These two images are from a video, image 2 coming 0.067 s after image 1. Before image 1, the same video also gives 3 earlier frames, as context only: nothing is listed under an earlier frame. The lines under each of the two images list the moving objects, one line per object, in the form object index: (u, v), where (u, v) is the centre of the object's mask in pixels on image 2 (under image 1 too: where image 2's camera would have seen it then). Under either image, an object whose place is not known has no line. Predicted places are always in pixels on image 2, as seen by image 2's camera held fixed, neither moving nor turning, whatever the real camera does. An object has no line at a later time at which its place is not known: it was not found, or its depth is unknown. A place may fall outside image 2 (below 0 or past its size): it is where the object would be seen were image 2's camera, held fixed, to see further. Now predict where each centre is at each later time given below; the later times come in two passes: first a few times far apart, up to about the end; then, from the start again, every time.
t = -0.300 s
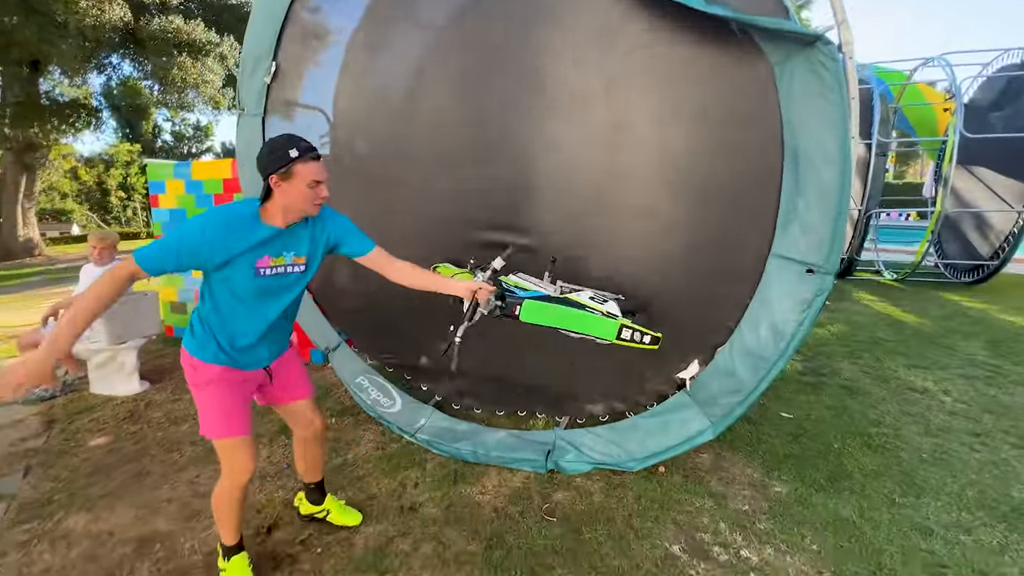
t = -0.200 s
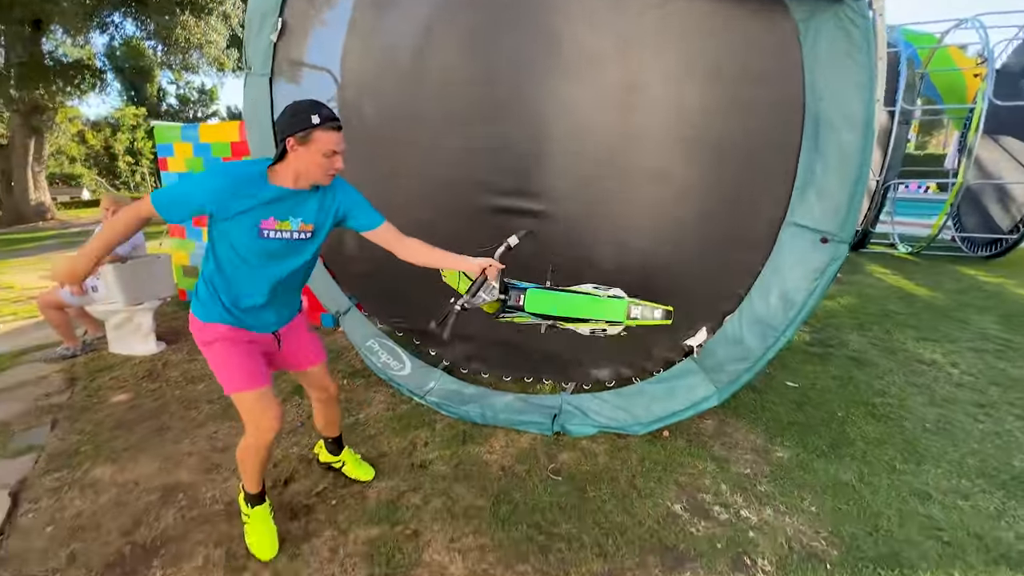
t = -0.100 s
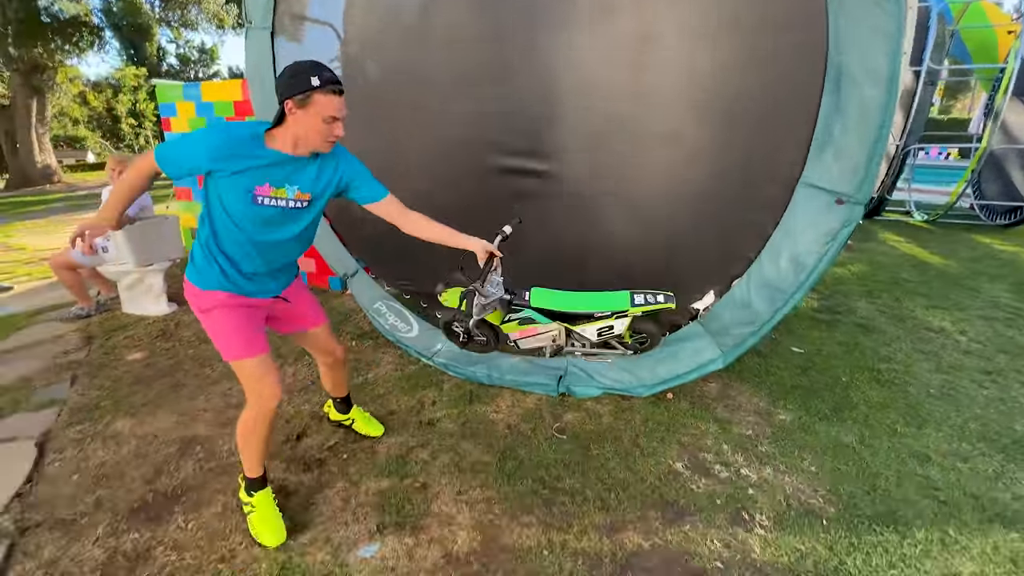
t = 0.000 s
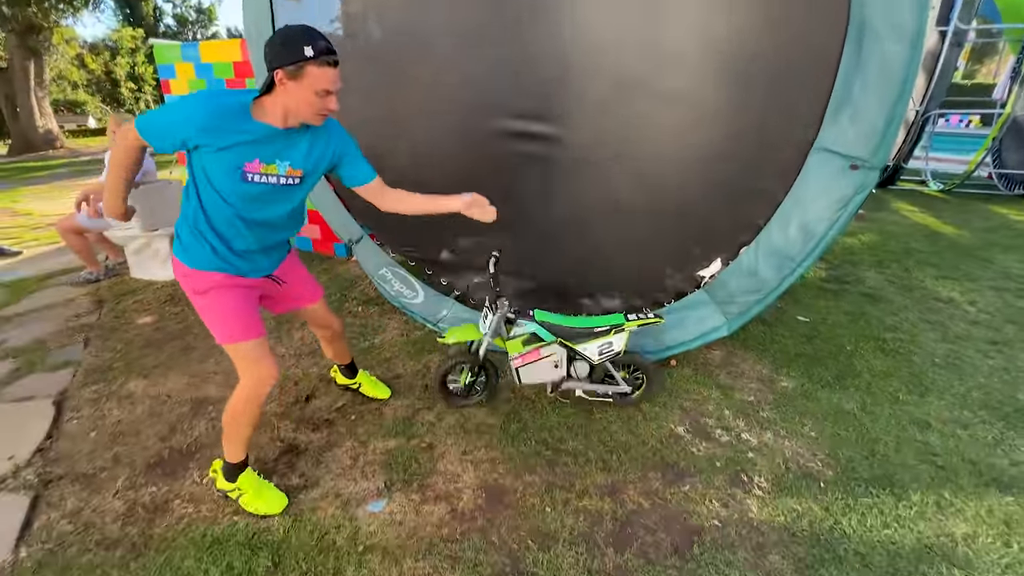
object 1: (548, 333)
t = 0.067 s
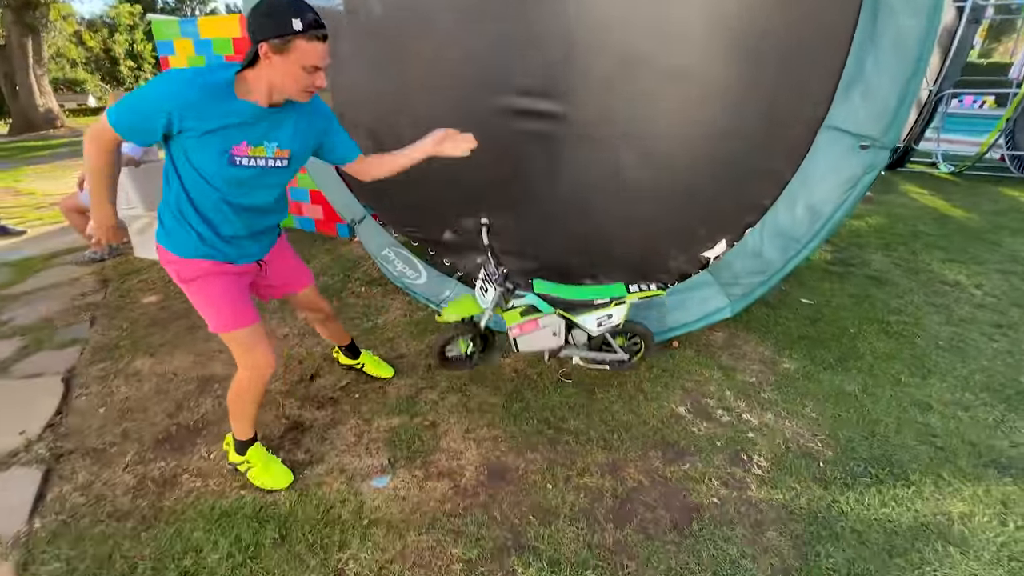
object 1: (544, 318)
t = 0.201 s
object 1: (534, 271)
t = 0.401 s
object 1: (501, 269)
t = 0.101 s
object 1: (543, 301)
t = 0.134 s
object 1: (544, 290)
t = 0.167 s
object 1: (541, 279)
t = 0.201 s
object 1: (534, 271)
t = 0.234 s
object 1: (530, 268)
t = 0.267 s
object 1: (528, 268)
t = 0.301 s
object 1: (523, 269)
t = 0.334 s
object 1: (513, 268)
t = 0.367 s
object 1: (507, 268)
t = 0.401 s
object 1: (501, 269)
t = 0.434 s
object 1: (497, 274)
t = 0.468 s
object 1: (491, 280)
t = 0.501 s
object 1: (487, 289)
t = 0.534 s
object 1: (485, 302)
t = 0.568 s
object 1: (483, 316)
